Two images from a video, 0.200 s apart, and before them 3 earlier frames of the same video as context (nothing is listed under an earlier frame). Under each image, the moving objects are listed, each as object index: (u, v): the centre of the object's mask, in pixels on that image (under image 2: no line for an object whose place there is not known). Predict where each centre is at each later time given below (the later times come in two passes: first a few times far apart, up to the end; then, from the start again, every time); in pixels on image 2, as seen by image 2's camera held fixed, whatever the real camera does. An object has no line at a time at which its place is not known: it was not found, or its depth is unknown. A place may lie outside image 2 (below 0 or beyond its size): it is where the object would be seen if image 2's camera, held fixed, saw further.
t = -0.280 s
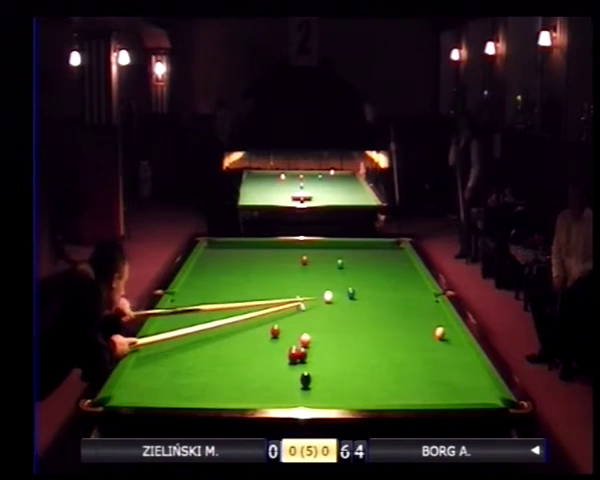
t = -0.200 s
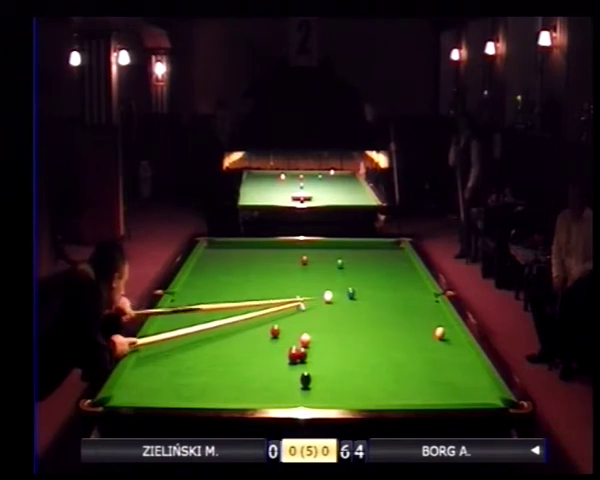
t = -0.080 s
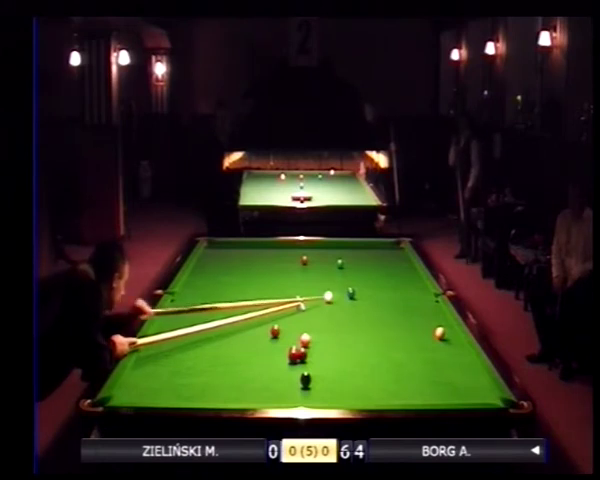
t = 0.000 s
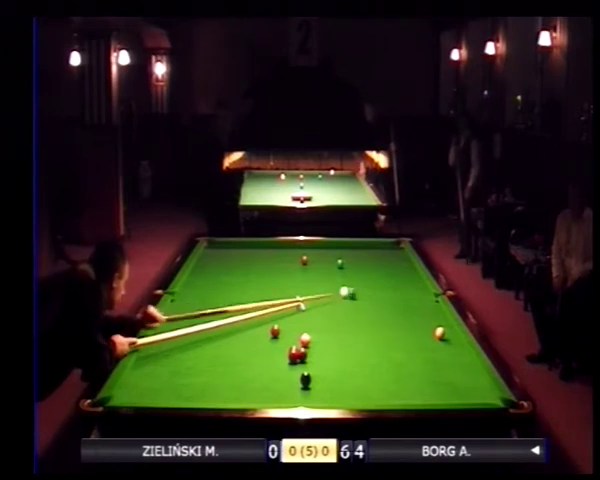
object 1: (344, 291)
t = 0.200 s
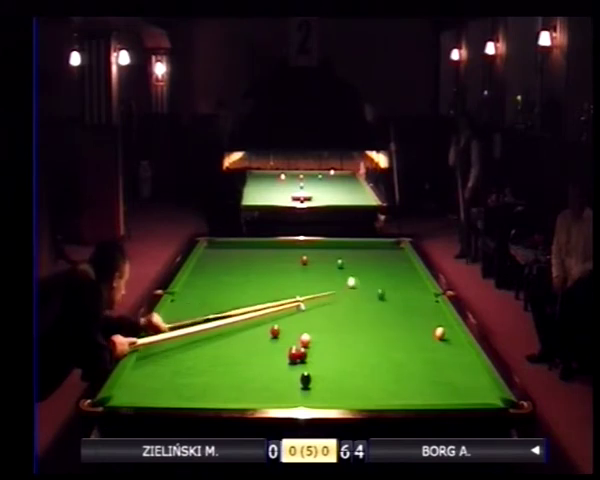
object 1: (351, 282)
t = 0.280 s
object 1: (353, 279)
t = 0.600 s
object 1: (361, 267)
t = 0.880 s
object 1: (367, 259)
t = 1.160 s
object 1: (373, 252)
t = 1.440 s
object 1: (378, 245)
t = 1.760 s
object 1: (380, 245)
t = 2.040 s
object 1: (381, 249)
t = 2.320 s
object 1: (382, 253)
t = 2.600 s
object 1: (383, 257)
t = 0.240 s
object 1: (352, 280)
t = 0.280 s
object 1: (353, 279)
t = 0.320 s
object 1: (354, 277)
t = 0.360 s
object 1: (355, 276)
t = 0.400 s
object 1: (356, 274)
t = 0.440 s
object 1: (357, 273)
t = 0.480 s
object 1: (358, 272)
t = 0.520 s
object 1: (359, 270)
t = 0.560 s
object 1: (360, 269)
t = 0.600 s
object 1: (361, 267)
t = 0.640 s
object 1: (362, 266)
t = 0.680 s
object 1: (363, 265)
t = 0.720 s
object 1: (364, 263)
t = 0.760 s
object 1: (365, 262)
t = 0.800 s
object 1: (366, 261)
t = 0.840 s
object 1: (367, 260)
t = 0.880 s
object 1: (367, 259)
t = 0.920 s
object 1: (368, 258)
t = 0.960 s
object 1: (369, 257)
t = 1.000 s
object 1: (370, 255)
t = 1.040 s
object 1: (371, 254)
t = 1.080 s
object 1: (371, 253)
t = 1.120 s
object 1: (372, 253)
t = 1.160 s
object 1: (373, 252)
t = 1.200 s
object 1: (373, 250)
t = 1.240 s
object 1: (375, 249)
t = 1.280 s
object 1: (375, 249)
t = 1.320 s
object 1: (376, 248)
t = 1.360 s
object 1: (376, 246)
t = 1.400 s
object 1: (377, 246)
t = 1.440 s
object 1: (378, 245)
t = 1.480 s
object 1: (378, 244)
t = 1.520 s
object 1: (379, 243)
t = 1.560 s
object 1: (379, 243)
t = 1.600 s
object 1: (380, 243)
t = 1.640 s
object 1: (380, 244)
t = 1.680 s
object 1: (380, 244)
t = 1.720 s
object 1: (380, 244)
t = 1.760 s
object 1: (380, 245)
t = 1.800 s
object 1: (380, 246)
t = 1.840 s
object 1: (380, 247)
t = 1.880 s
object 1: (381, 247)
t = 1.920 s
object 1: (381, 248)
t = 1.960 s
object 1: (381, 248)
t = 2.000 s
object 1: (381, 249)
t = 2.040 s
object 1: (381, 249)
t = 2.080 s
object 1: (381, 250)
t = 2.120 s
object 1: (381, 250)
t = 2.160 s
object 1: (382, 251)
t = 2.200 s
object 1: (382, 251)
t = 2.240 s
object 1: (382, 252)
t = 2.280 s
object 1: (382, 253)
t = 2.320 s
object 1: (382, 253)
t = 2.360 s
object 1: (382, 254)
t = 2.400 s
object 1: (382, 254)
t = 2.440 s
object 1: (382, 255)
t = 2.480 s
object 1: (382, 255)
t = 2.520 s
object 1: (382, 256)
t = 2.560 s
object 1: (382, 257)
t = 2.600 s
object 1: (383, 257)
